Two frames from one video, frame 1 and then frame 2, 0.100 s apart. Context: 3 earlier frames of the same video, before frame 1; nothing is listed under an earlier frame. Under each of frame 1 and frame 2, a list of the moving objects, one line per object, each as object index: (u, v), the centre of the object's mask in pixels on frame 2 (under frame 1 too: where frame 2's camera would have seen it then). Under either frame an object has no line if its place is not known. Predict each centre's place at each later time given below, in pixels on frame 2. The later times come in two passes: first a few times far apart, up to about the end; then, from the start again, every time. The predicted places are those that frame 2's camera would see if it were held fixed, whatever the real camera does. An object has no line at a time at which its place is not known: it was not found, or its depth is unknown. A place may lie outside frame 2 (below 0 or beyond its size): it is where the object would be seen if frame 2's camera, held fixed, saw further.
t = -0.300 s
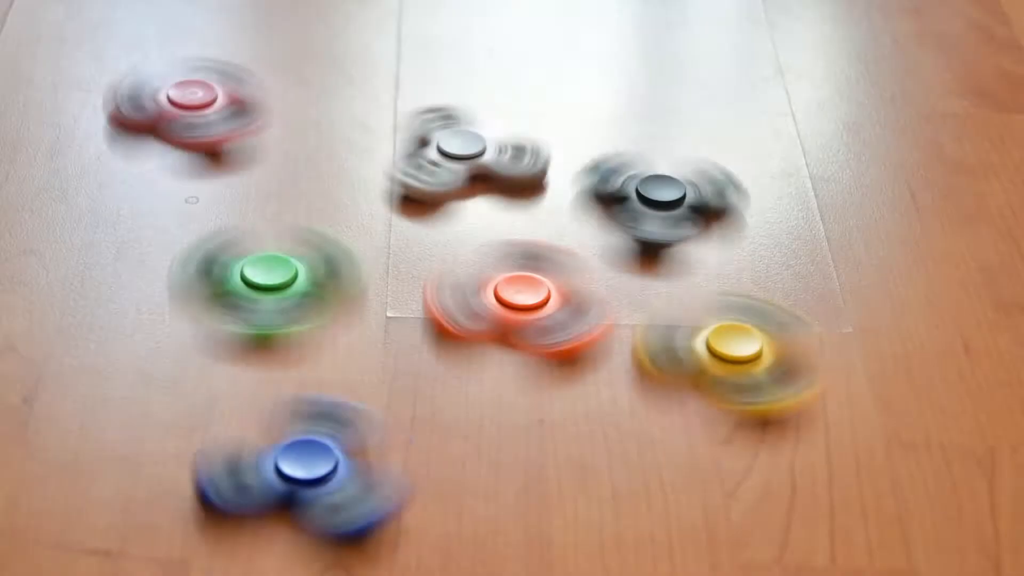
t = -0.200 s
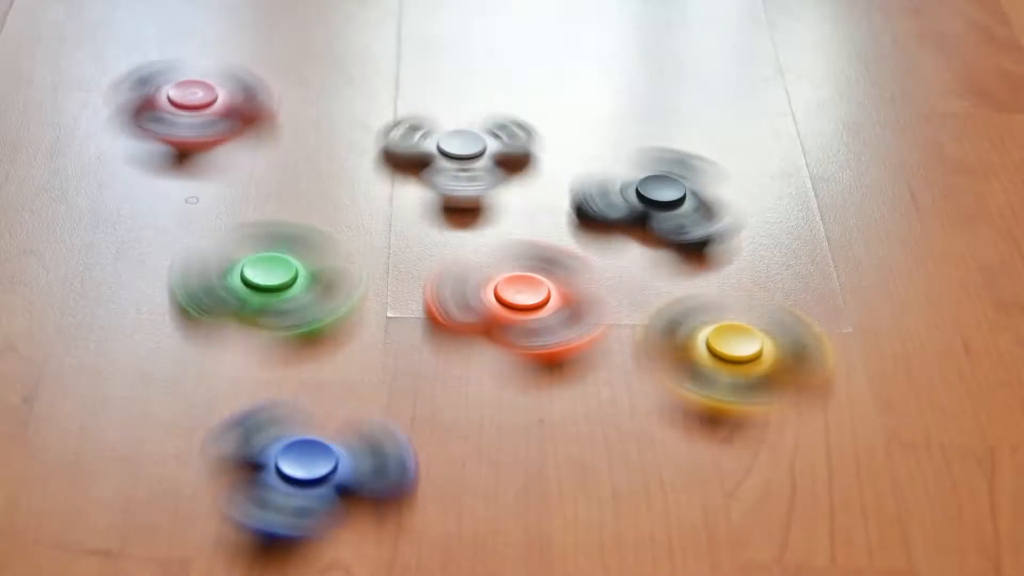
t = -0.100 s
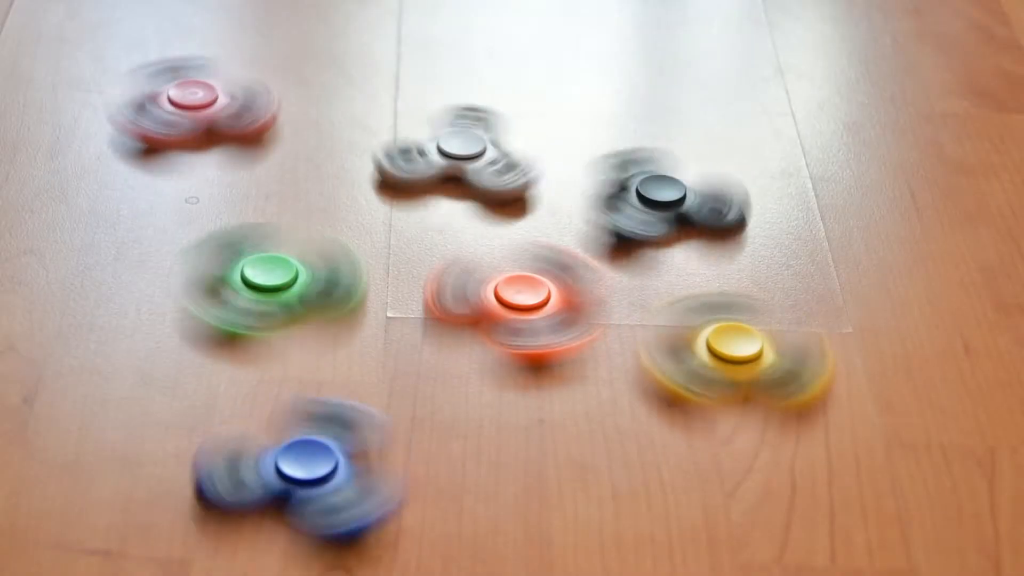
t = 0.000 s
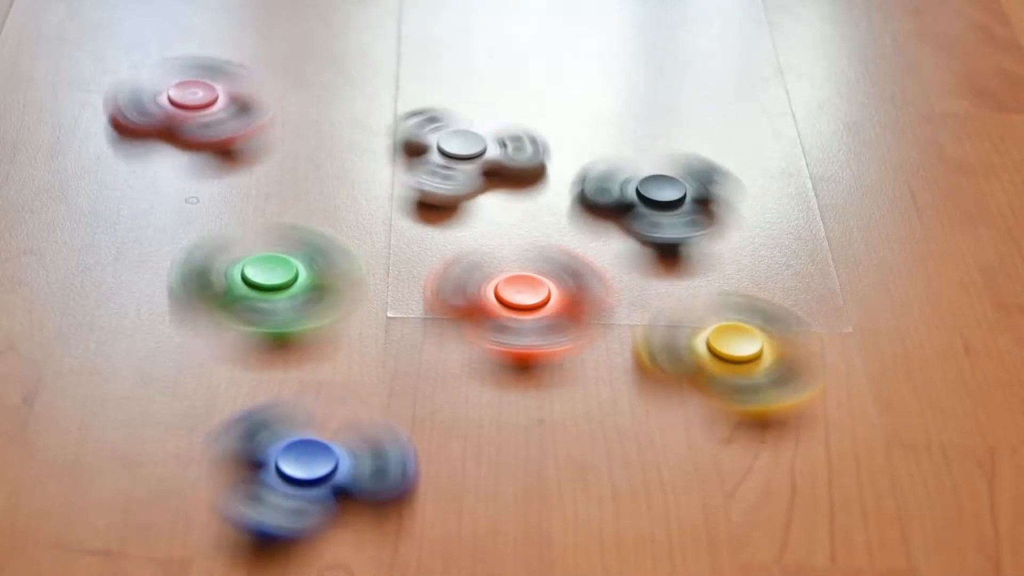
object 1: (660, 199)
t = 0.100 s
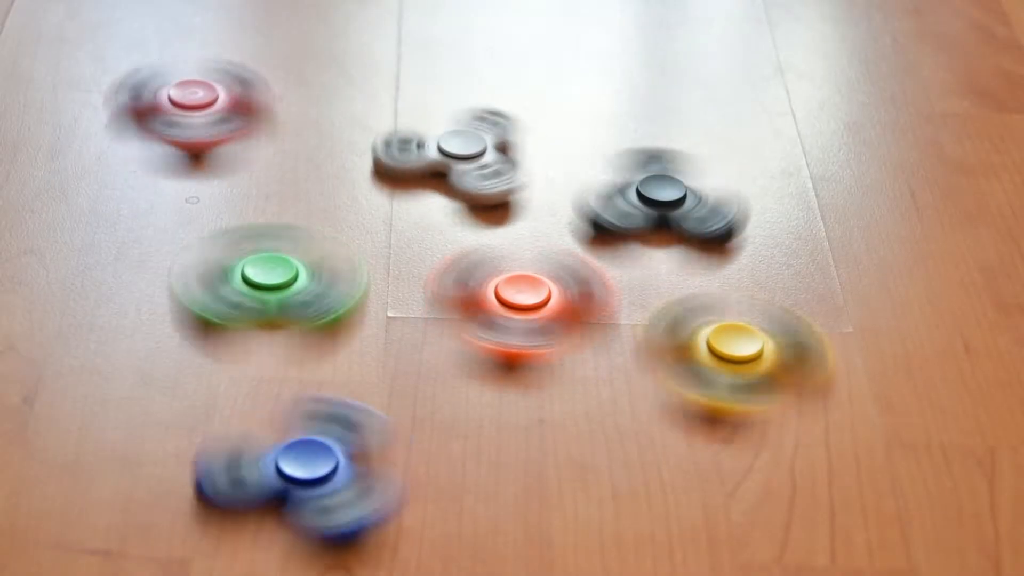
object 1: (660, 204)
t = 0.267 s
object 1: (662, 200)
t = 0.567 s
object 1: (661, 203)
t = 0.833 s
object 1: (661, 201)
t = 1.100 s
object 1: (661, 196)
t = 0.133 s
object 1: (661, 203)
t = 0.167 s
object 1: (660, 202)
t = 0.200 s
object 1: (662, 200)
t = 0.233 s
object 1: (660, 199)
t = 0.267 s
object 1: (662, 200)
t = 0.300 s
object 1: (661, 202)
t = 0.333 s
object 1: (660, 203)
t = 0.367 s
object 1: (660, 203)
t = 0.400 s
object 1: (660, 202)
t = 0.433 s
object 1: (662, 200)
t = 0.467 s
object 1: (661, 200)
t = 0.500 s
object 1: (661, 200)
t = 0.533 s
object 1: (660, 202)
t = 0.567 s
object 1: (661, 203)
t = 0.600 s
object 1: (660, 203)
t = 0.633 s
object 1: (664, 200)
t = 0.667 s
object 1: (662, 200)
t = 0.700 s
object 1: (661, 200)
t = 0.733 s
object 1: (661, 201)
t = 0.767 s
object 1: (661, 202)
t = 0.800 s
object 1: (661, 203)
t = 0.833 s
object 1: (661, 201)
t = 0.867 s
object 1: (663, 196)
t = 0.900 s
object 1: (662, 198)
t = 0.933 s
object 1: (660, 200)
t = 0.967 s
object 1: (660, 202)
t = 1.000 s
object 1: (662, 203)
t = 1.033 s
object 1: (660, 202)
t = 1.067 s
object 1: (661, 199)
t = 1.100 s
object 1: (661, 196)
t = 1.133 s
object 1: (661, 199)
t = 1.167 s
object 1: (660, 202)
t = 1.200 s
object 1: (660, 199)
